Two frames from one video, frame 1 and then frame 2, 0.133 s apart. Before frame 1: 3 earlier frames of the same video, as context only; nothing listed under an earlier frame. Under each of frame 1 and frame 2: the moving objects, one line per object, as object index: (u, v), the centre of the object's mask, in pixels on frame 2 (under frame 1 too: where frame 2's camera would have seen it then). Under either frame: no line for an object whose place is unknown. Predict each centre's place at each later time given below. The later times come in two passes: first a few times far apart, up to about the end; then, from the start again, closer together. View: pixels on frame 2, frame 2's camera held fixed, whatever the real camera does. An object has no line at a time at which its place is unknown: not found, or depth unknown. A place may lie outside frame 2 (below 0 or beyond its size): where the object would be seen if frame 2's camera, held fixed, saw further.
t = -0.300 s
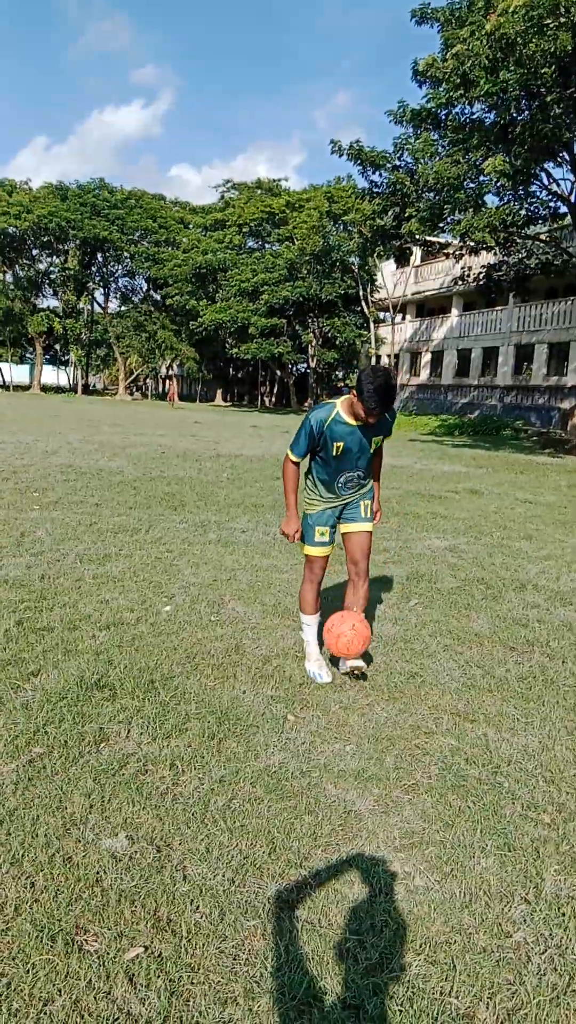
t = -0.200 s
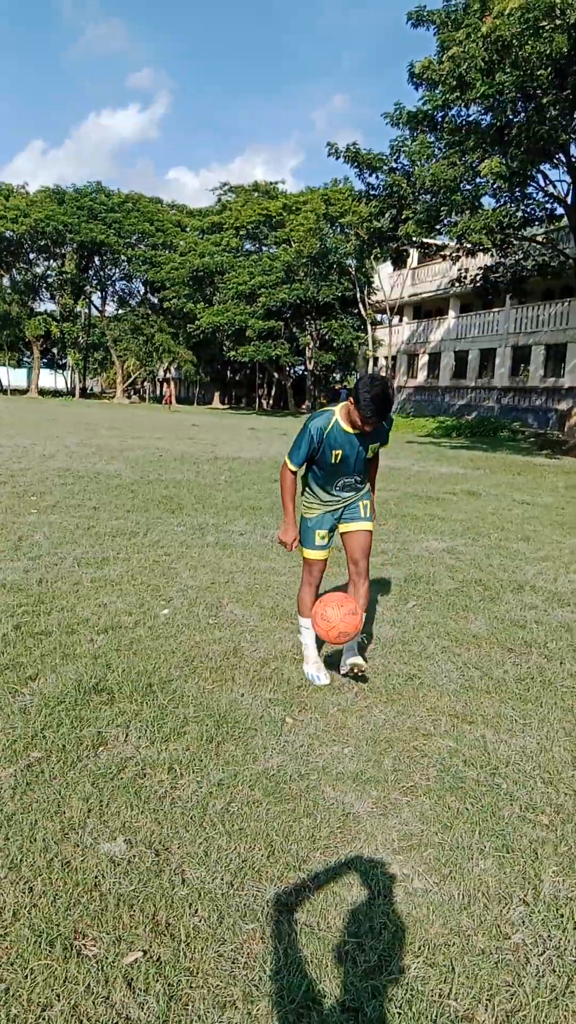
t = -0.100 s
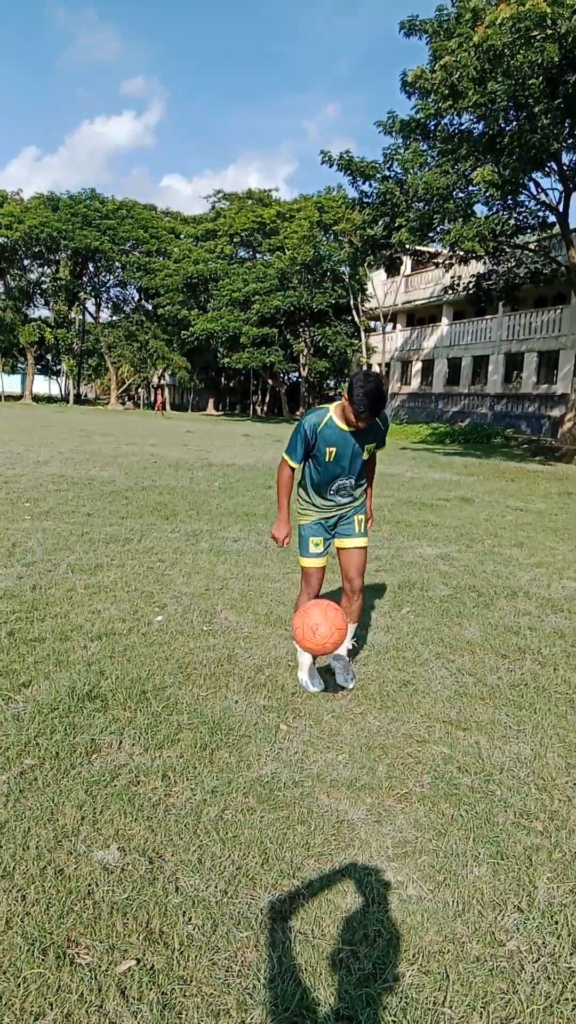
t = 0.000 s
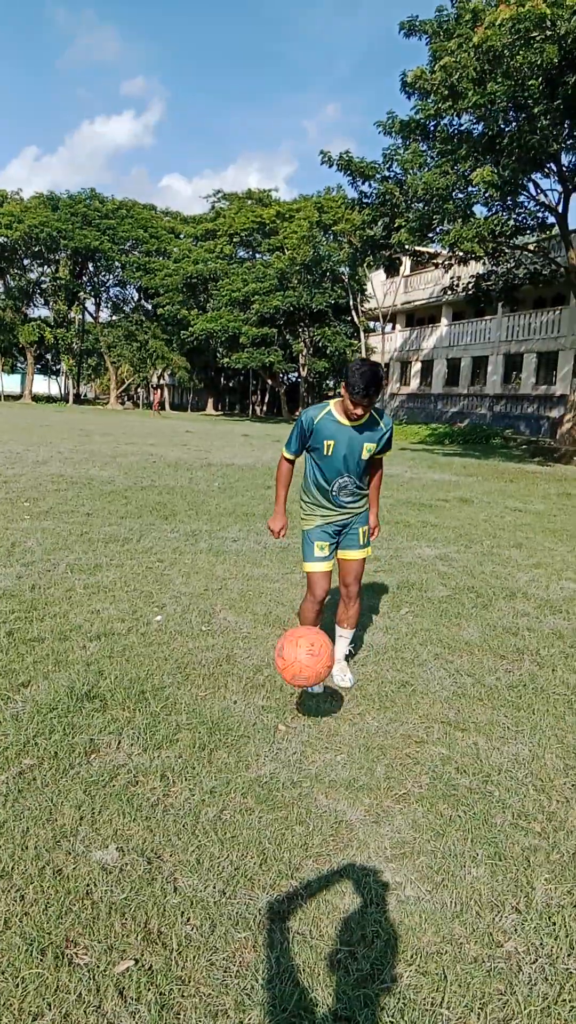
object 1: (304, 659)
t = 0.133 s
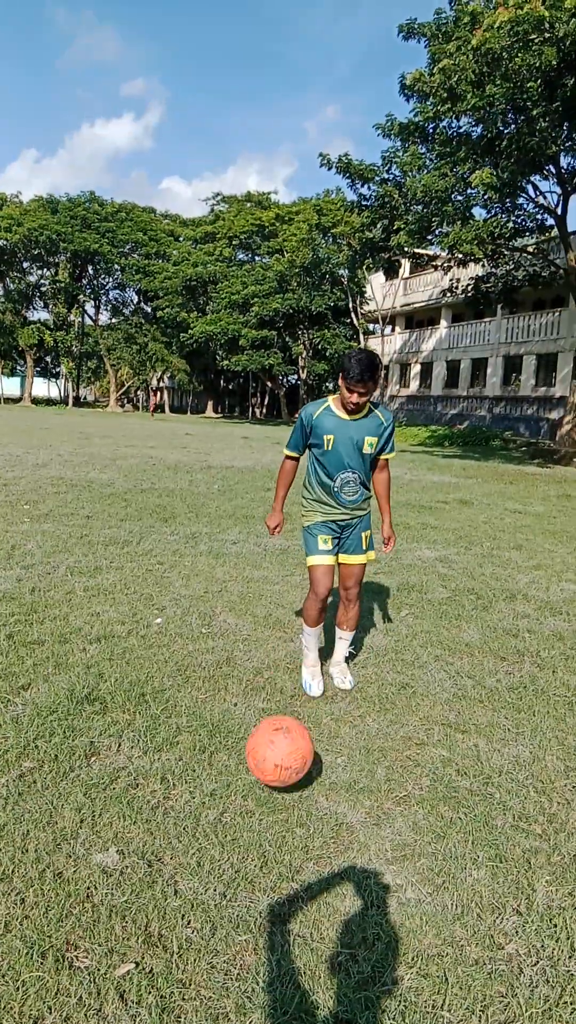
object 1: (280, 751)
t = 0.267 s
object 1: (257, 786)
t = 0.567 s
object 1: (209, 857)
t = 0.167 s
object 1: (272, 786)
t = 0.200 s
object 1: (265, 809)
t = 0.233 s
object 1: (261, 796)
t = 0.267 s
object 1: (257, 786)
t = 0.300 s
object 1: (253, 779)
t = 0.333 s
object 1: (248, 776)
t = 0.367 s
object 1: (244, 776)
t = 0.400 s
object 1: (238, 779)
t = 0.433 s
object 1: (233, 786)
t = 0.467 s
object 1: (228, 798)
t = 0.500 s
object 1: (222, 813)
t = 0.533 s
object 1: (215, 833)
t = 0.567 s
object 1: (209, 857)
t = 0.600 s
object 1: (202, 864)
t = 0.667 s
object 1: (189, 866)
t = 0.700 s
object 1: (182, 873)
